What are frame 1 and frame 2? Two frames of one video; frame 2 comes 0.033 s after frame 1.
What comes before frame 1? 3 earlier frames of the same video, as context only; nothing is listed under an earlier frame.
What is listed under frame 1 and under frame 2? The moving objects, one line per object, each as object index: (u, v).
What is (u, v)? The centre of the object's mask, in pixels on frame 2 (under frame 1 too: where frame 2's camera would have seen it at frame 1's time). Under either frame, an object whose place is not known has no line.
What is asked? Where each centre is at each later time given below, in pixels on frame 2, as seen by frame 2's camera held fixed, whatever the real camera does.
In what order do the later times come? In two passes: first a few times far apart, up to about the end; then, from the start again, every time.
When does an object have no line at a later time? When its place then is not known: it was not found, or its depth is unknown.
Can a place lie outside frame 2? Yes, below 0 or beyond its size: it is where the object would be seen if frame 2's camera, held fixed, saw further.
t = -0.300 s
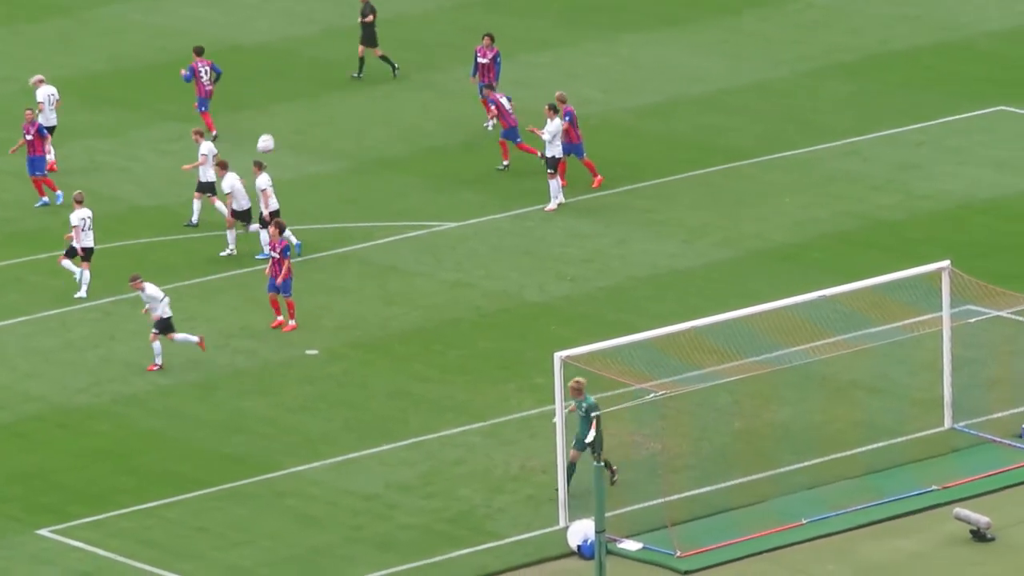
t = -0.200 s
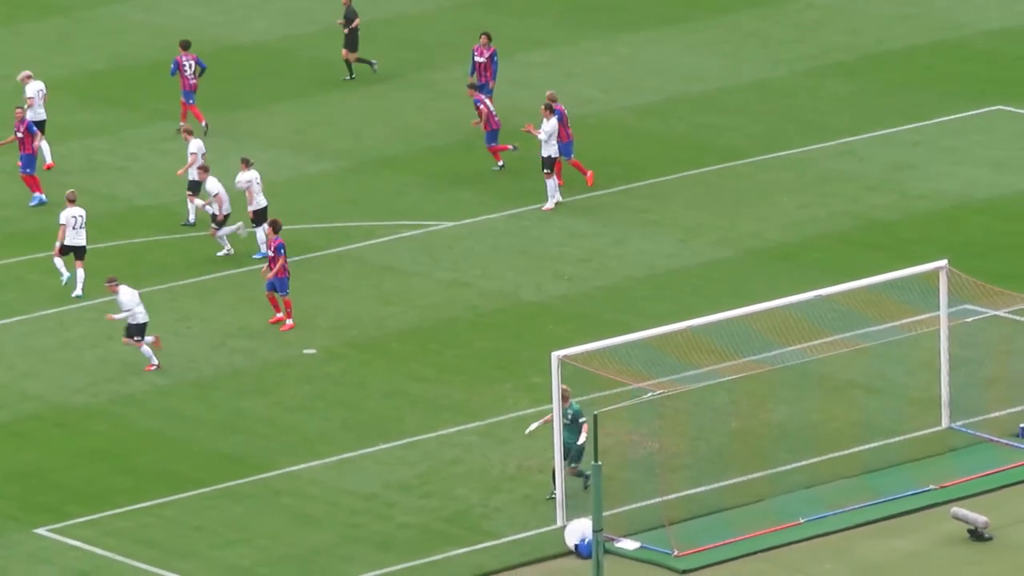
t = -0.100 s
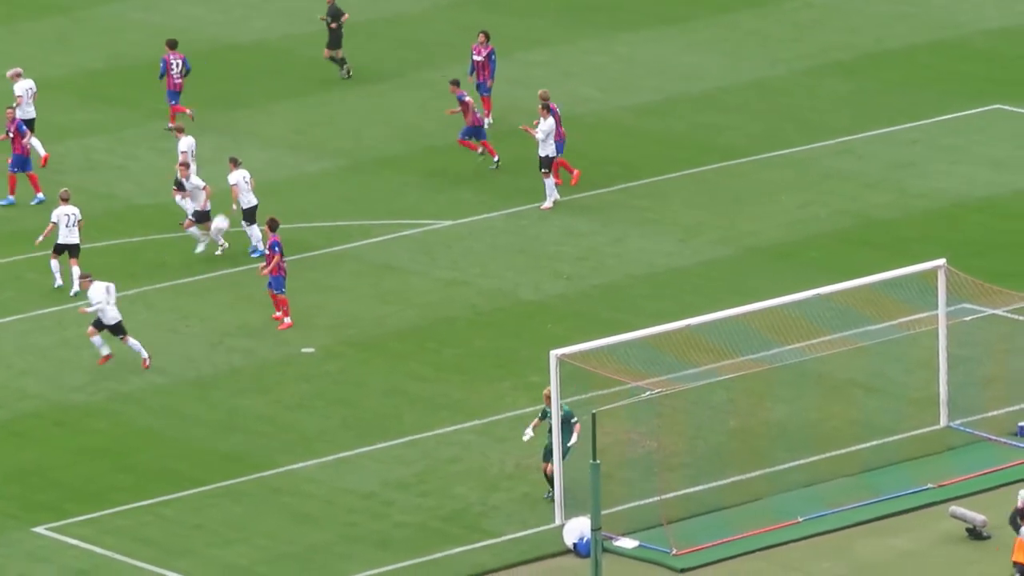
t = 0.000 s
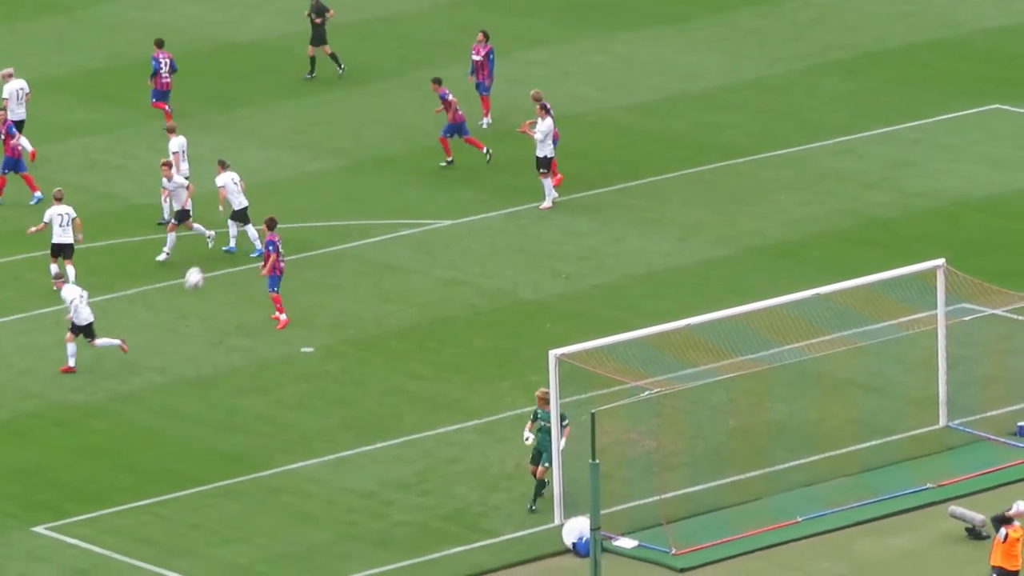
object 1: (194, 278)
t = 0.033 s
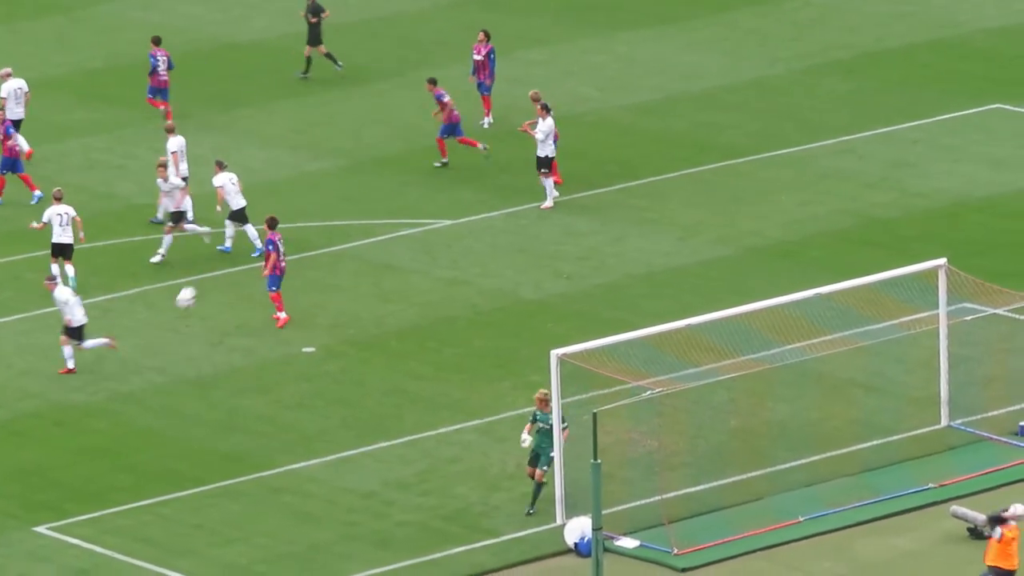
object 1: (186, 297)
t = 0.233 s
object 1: (124, 436)
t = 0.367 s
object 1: (72, 548)
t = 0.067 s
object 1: (177, 318)
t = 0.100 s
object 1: (167, 340)
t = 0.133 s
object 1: (157, 362)
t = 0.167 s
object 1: (146, 386)
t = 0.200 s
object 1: (136, 410)
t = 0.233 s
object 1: (124, 436)
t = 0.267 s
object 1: (112, 463)
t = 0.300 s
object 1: (100, 490)
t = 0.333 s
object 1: (87, 518)
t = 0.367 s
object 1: (72, 548)
